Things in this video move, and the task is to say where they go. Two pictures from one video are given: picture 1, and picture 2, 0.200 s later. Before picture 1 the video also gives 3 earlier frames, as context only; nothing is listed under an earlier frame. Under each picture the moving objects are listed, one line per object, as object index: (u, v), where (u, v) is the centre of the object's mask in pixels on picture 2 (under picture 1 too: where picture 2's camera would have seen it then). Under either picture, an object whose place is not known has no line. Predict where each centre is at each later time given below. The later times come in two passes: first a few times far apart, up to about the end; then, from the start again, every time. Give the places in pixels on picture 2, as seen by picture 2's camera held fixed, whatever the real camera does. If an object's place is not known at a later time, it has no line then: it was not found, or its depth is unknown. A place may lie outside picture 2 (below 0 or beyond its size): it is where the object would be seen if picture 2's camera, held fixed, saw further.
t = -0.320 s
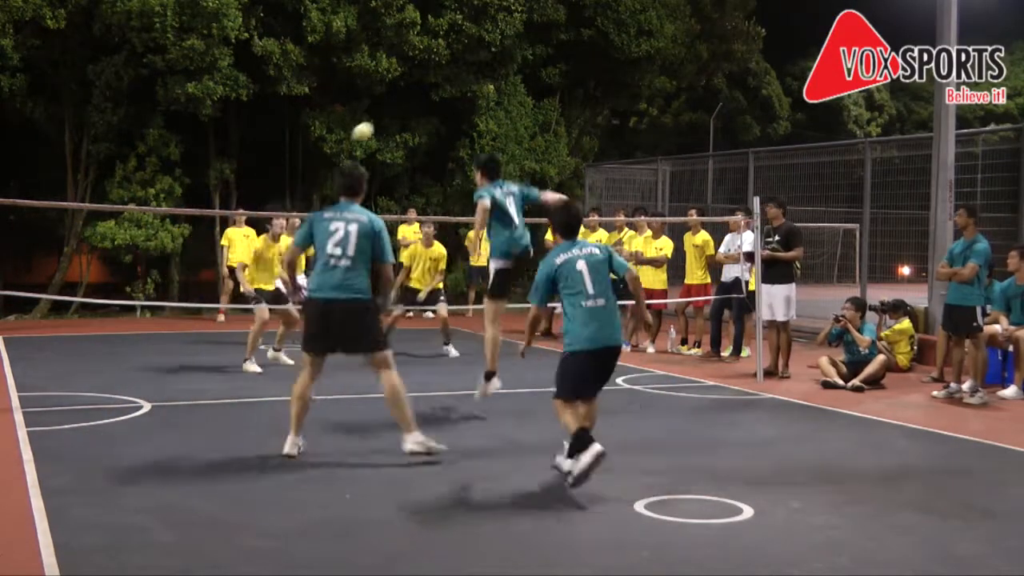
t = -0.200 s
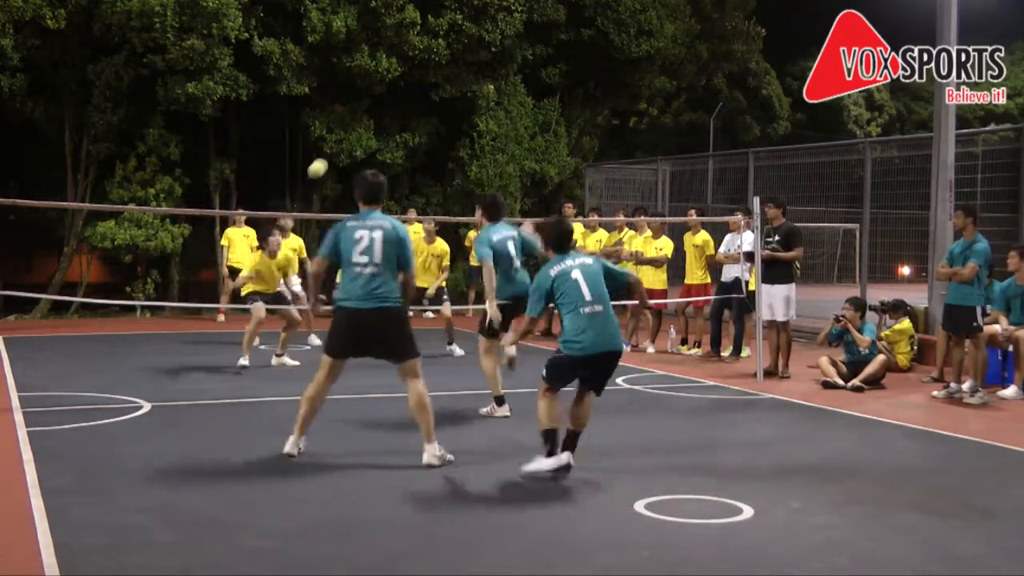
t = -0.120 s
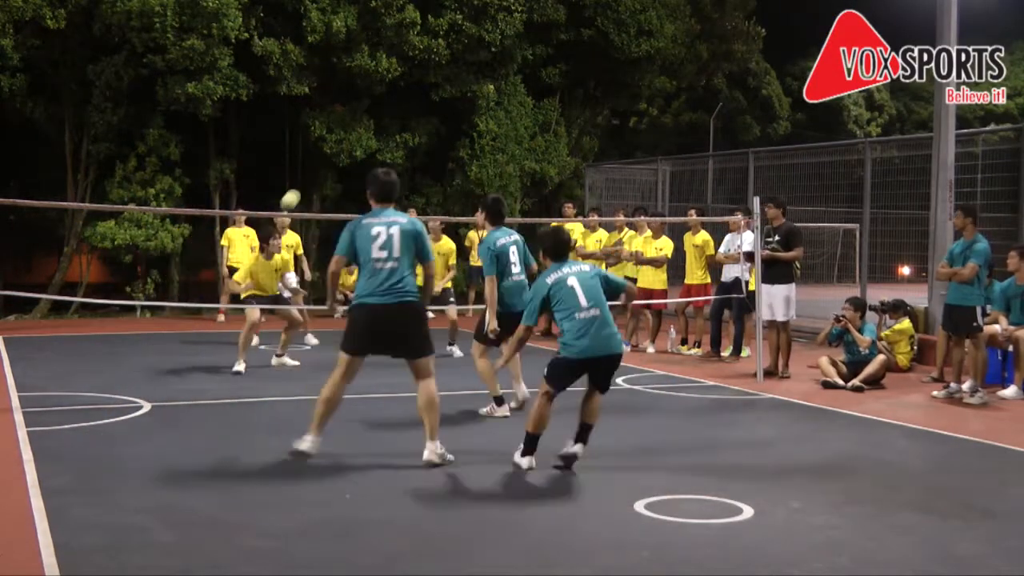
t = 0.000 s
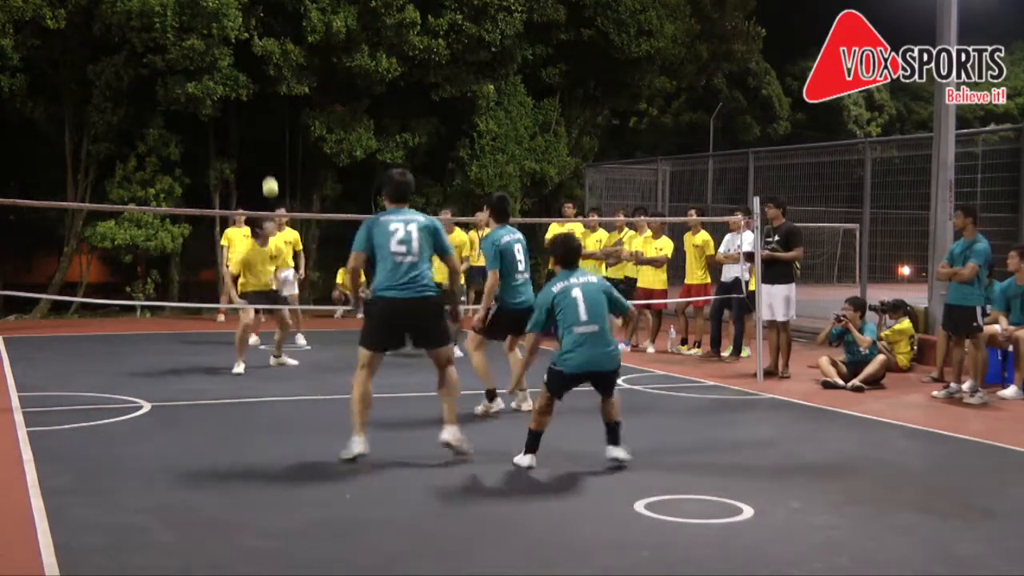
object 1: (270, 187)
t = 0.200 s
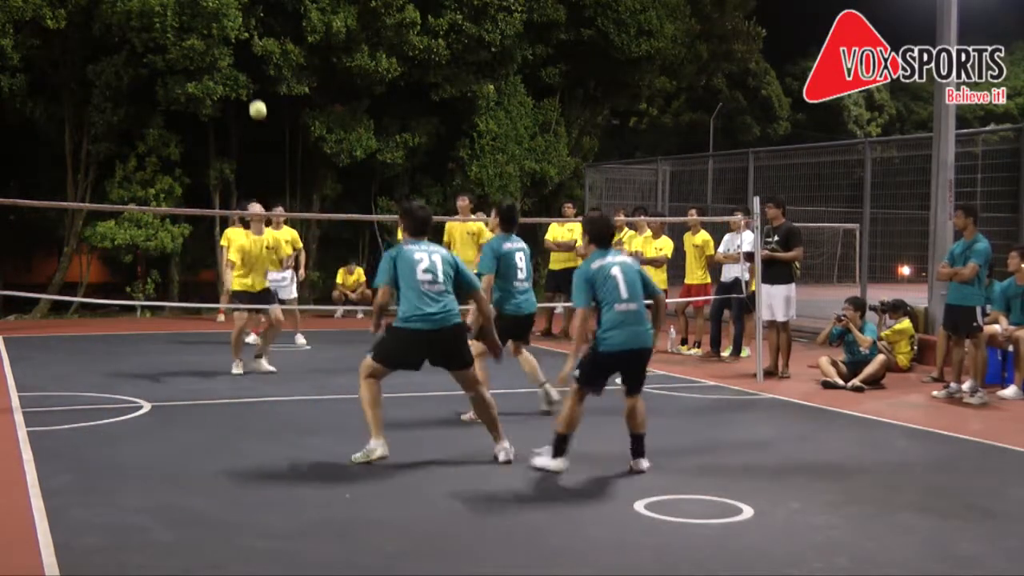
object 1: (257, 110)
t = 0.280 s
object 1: (252, 89)
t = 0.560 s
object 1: (229, 74)
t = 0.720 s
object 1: (213, 116)
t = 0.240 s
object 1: (255, 99)
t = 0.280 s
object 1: (252, 89)
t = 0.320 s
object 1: (249, 81)
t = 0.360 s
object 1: (246, 75)
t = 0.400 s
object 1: (243, 70)
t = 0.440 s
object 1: (239, 69)
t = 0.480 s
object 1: (236, 68)
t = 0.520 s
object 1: (233, 70)
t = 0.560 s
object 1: (229, 74)
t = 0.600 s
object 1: (225, 80)
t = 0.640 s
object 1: (221, 90)
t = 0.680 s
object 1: (217, 102)
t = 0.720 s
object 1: (213, 116)
